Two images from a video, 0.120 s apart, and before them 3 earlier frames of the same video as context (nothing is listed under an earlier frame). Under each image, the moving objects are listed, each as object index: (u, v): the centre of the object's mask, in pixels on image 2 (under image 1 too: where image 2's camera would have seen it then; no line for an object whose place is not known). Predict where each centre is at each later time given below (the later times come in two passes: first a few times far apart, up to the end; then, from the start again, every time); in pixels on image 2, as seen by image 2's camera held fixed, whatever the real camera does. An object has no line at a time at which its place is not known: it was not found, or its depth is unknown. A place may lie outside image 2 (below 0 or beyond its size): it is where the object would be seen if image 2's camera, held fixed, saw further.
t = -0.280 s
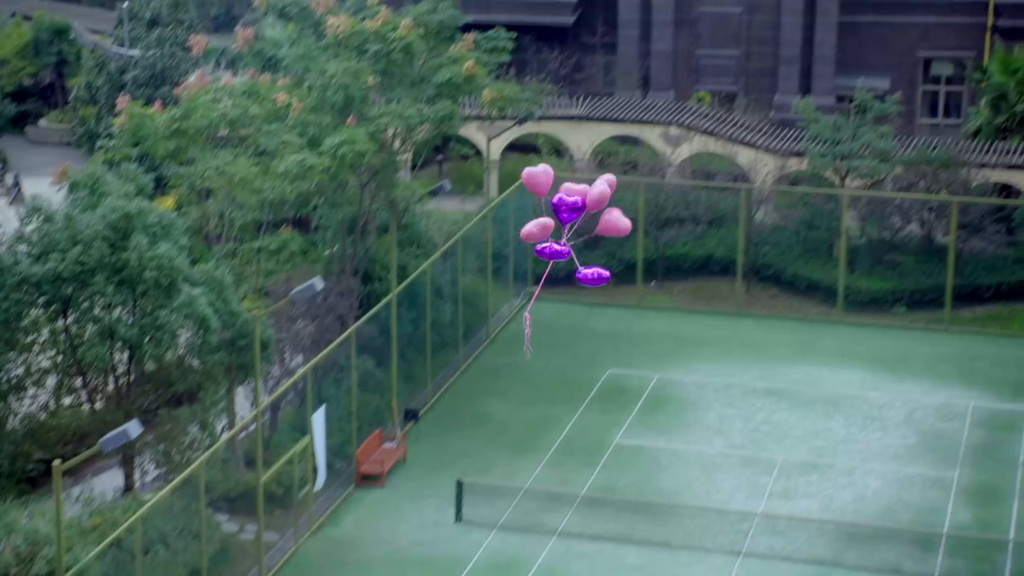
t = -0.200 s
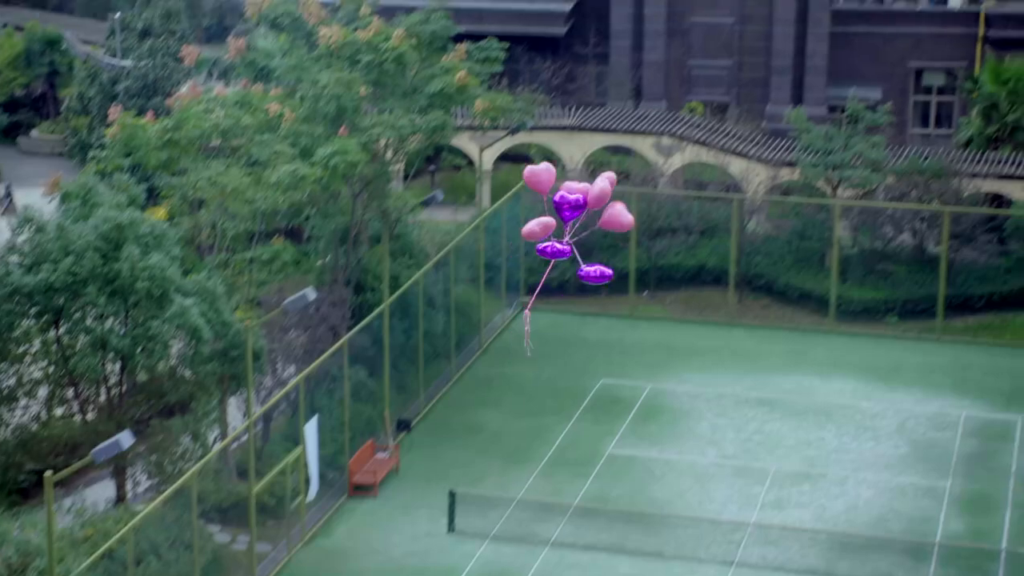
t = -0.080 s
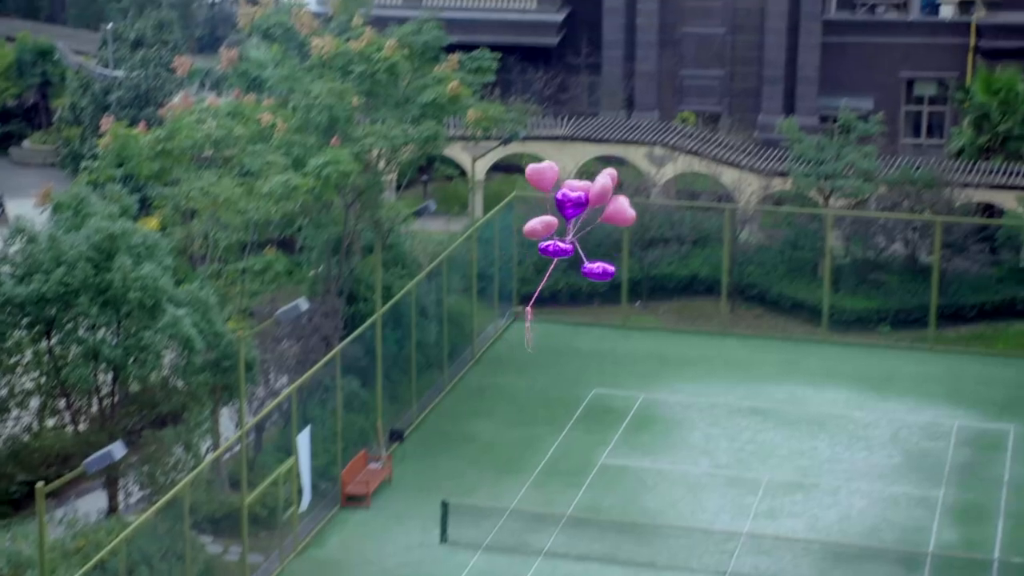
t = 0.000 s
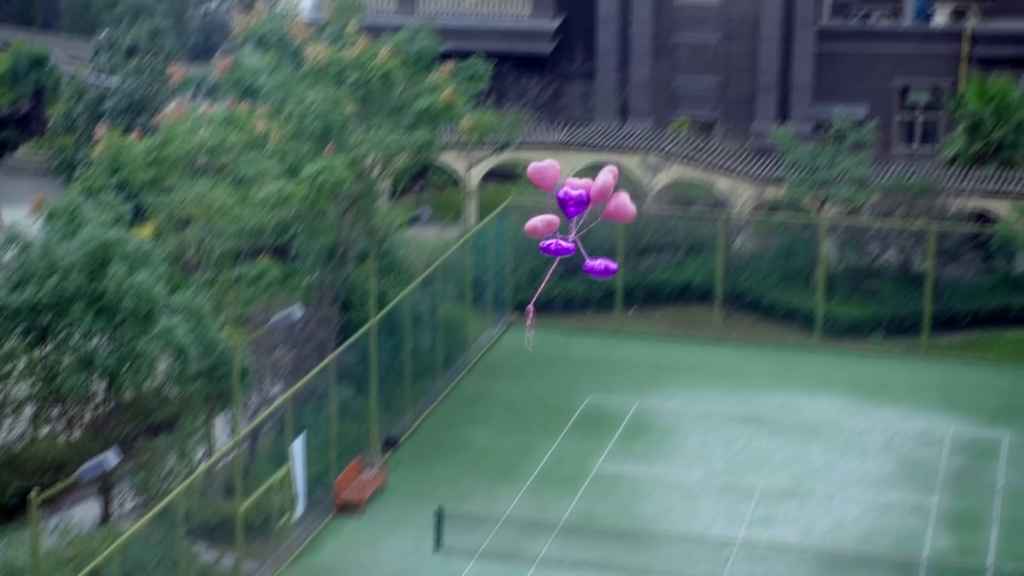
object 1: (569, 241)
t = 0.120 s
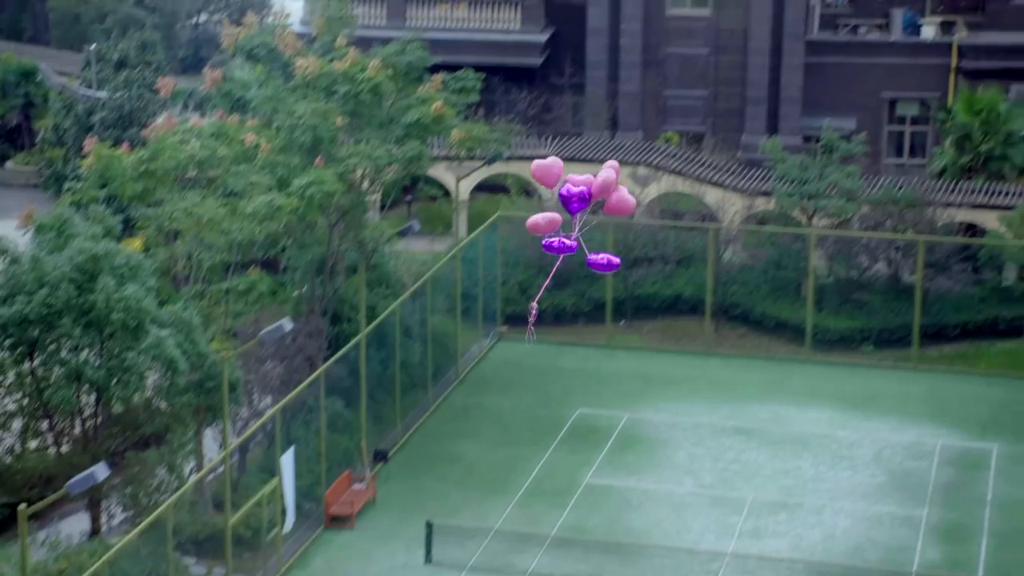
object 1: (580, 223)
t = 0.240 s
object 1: (587, 202)
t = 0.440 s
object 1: (608, 172)
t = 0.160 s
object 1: (583, 218)
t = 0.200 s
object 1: (586, 215)
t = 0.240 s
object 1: (587, 202)
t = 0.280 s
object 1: (592, 195)
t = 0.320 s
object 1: (594, 193)
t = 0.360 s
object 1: (597, 186)
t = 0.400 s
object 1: (603, 179)
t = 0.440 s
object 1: (608, 172)
